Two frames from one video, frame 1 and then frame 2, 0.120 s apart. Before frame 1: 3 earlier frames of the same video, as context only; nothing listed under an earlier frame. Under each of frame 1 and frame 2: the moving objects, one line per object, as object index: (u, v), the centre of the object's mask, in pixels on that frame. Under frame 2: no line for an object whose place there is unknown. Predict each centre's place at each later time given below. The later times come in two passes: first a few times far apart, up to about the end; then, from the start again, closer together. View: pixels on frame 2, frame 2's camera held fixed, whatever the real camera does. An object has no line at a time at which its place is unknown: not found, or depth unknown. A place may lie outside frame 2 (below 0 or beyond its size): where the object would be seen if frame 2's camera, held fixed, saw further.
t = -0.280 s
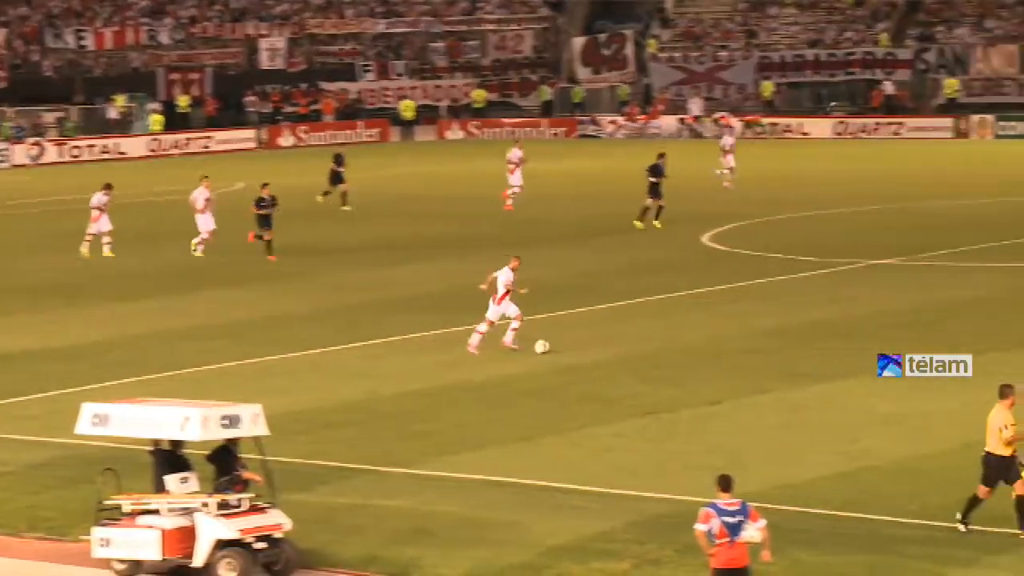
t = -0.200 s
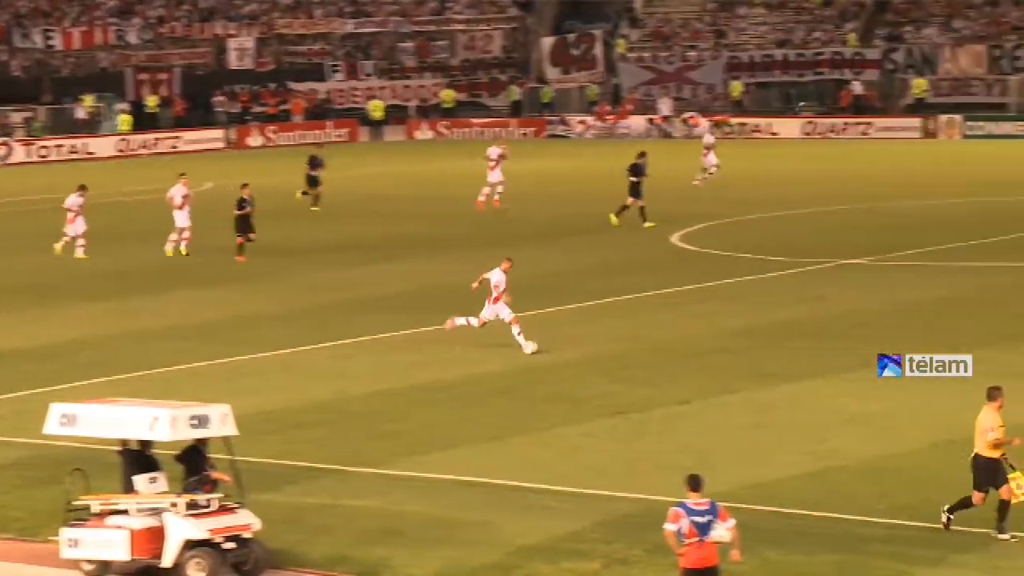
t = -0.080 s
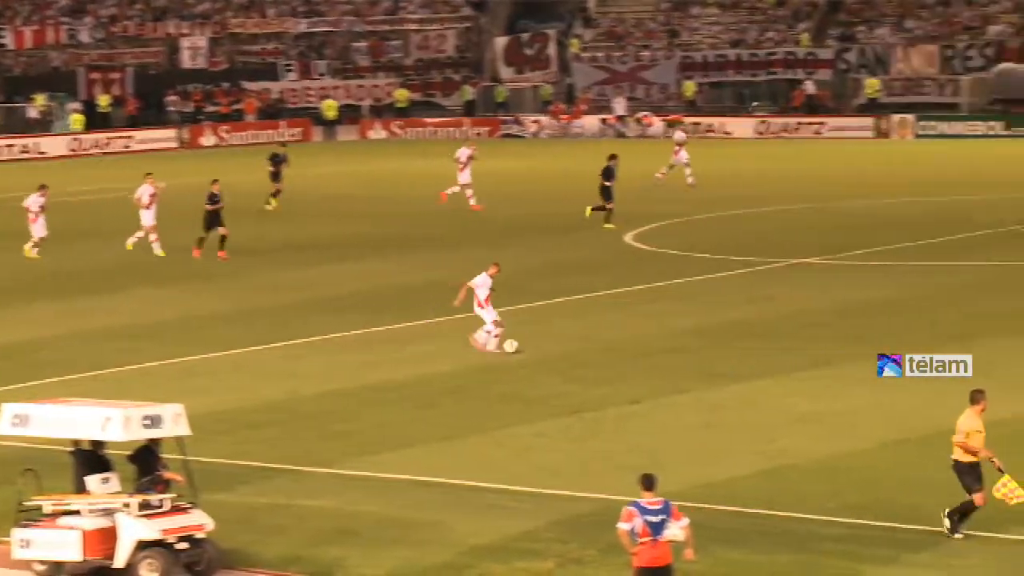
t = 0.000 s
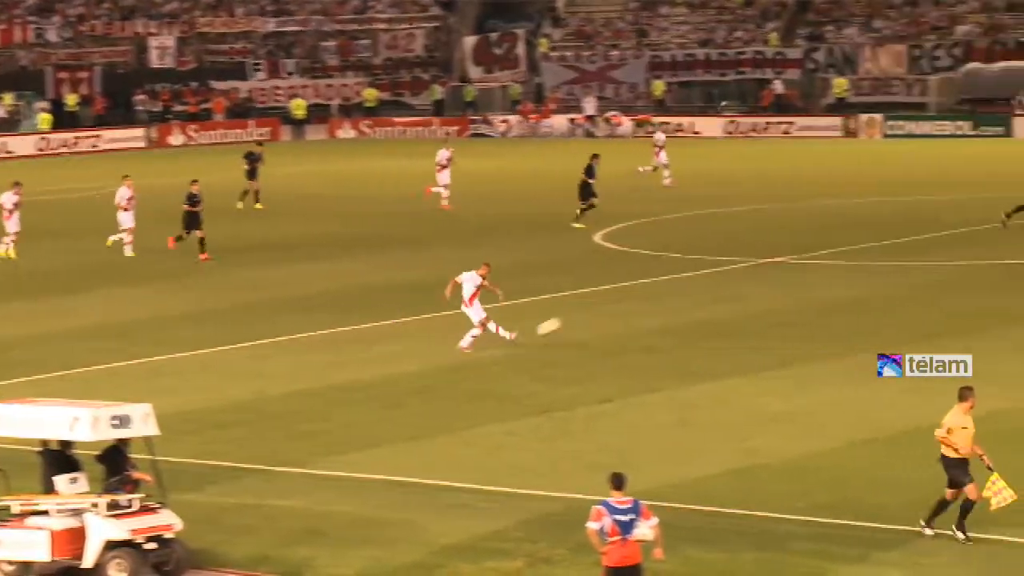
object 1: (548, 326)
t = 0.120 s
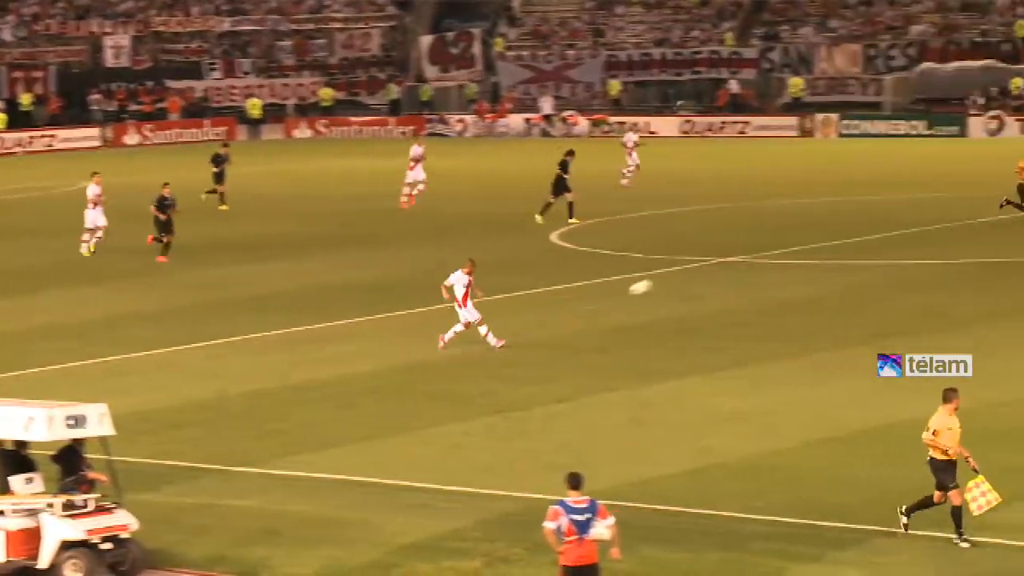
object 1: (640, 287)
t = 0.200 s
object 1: (723, 268)
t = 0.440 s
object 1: (941, 239)
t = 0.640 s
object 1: (1093, 243)
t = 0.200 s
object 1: (723, 268)
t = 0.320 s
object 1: (837, 250)
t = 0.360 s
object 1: (873, 245)
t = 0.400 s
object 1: (908, 242)
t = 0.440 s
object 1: (941, 239)
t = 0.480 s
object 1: (974, 238)
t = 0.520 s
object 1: (1004, 238)
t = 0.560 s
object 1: (1035, 239)
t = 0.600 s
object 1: (1064, 241)
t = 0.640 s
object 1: (1093, 243)
